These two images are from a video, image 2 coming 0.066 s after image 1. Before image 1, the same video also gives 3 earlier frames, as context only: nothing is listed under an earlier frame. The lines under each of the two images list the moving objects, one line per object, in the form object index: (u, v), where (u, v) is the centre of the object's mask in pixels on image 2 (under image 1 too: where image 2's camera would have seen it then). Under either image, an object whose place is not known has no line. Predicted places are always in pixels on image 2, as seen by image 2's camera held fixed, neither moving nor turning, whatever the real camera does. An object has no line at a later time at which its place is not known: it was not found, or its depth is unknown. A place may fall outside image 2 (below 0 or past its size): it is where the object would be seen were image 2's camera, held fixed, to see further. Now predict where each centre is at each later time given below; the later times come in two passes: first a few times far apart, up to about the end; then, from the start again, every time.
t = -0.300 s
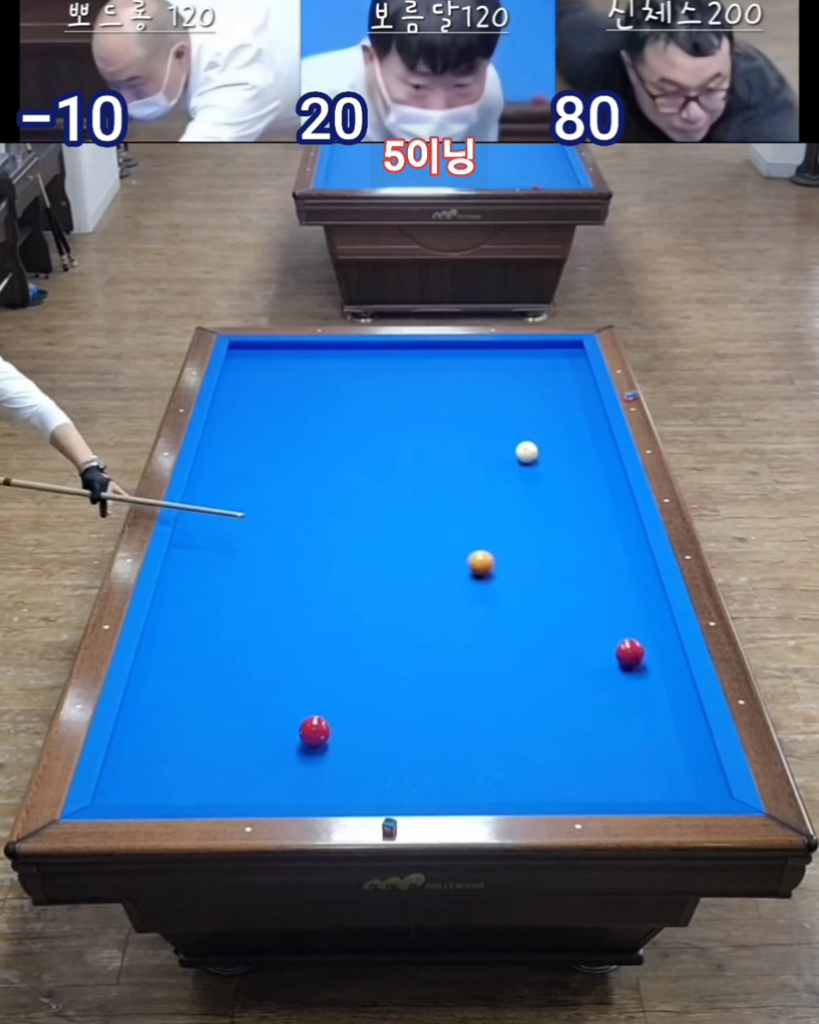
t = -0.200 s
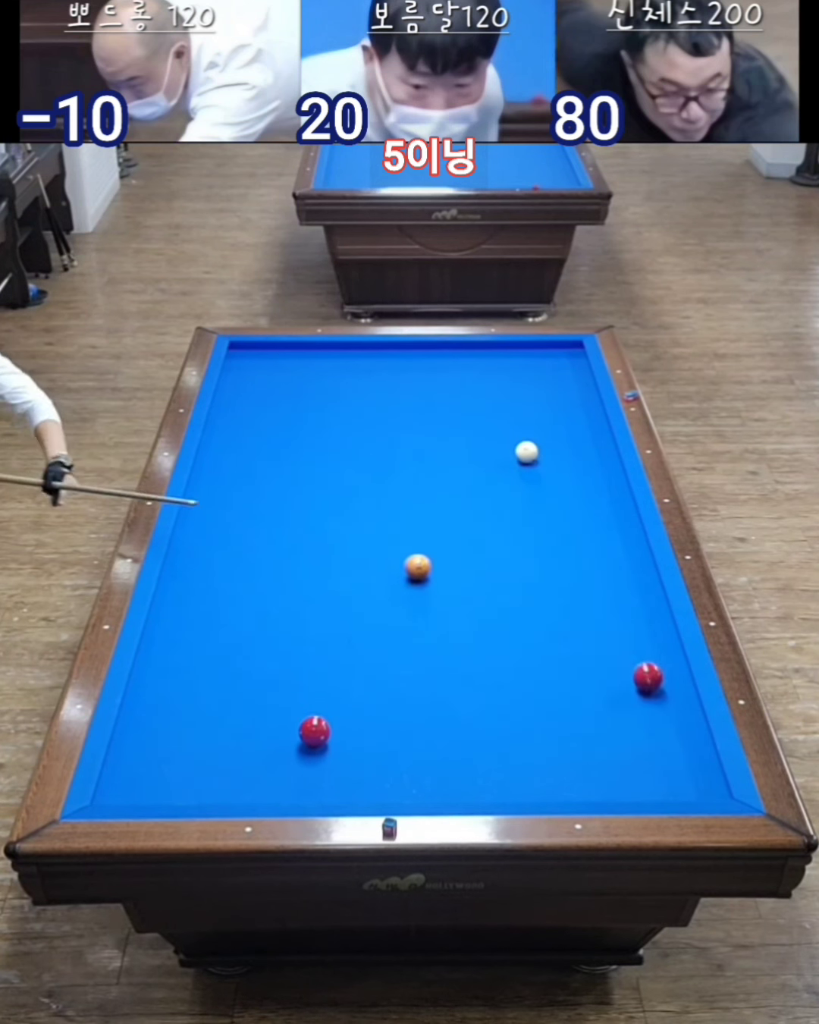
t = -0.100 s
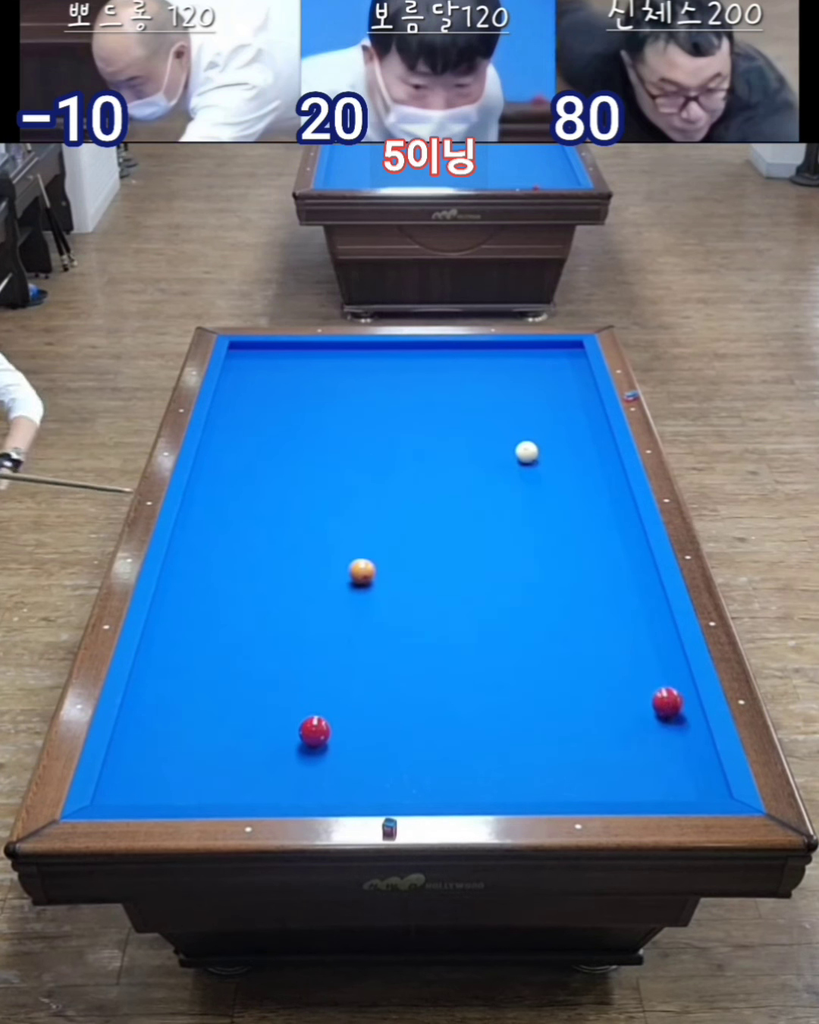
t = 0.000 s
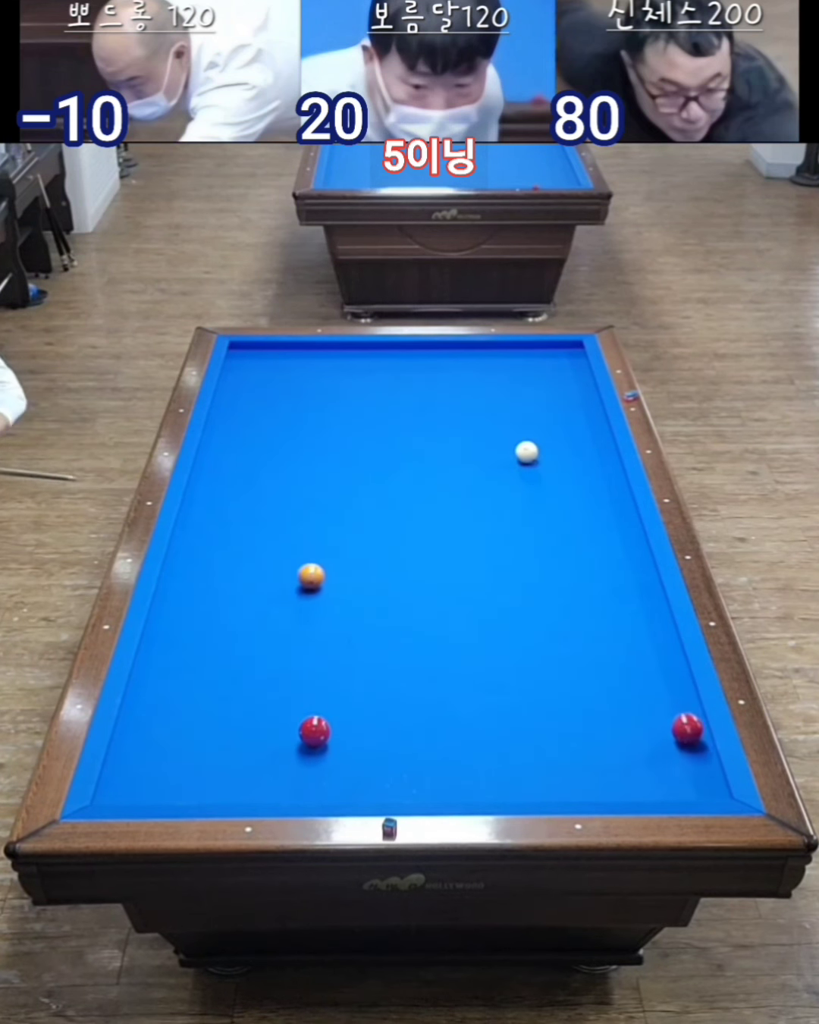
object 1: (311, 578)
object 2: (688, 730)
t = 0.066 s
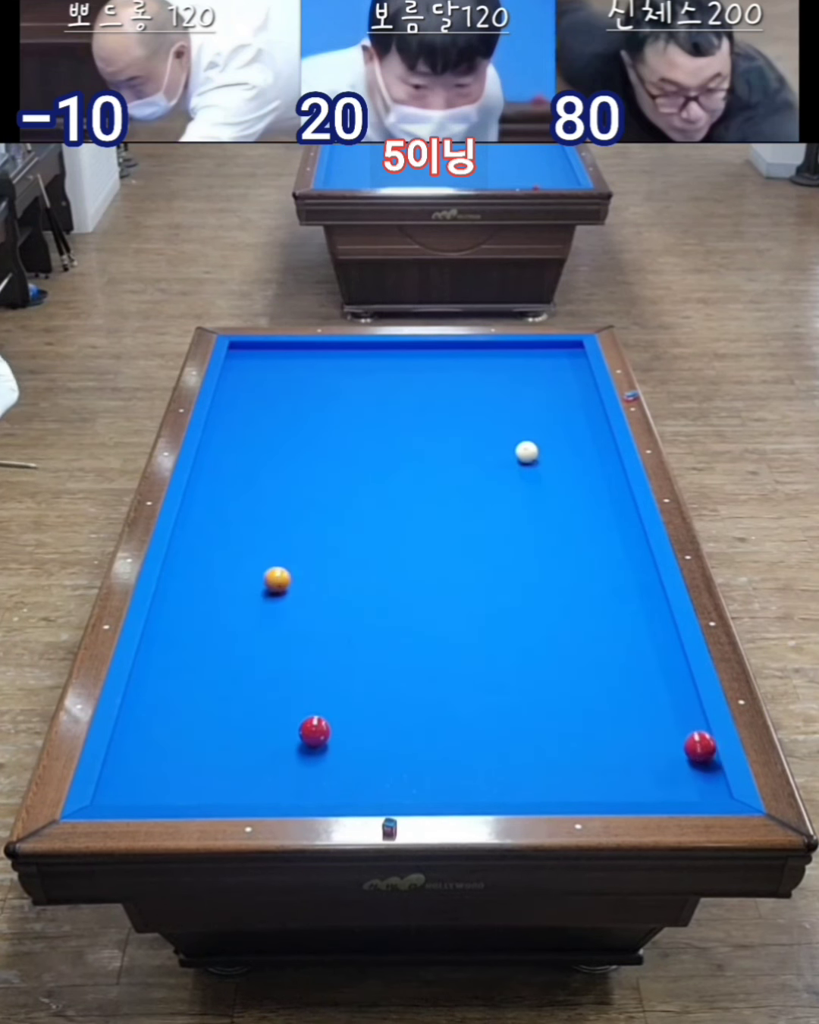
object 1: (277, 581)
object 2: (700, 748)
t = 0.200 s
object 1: (208, 588)
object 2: (702, 781)
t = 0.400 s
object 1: (211, 593)
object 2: (687, 768)
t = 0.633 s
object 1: (275, 597)
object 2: (667, 738)
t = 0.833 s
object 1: (328, 601)
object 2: (651, 713)
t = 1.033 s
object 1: (381, 605)
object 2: (636, 691)
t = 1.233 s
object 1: (434, 608)
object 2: (622, 670)
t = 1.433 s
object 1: (486, 612)
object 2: (609, 650)
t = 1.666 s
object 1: (547, 615)
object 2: (594, 628)
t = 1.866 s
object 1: (561, 609)
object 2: (618, 619)
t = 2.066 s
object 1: (562, 601)
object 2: (648, 613)
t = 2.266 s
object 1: (564, 594)
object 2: (647, 608)
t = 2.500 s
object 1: (564, 585)
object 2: (629, 605)
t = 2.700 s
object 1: (565, 578)
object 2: (614, 603)
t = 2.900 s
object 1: (565, 572)
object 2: (600, 601)
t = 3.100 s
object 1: (565, 566)
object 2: (587, 599)
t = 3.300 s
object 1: (566, 560)
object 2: (574, 596)
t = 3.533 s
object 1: (566, 554)
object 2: (560, 593)
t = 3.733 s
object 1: (565, 550)
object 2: (549, 591)
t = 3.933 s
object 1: (565, 545)
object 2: (538, 590)
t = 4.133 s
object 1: (565, 541)
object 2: (528, 588)
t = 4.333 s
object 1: (564, 538)
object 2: (519, 587)
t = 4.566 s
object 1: (563, 534)
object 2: (509, 586)
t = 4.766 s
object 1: (563, 531)
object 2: (501, 585)
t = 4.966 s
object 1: (563, 528)
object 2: (494, 584)
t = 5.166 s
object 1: (562, 526)
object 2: (487, 583)
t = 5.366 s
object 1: (561, 524)
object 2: (481, 582)
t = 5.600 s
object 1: (560, 522)
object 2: (475, 581)
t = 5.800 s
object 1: (558, 521)
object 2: (471, 581)
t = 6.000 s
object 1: (557, 520)
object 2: (467, 580)
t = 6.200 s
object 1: (556, 519)
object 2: (464, 579)
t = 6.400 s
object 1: (556, 519)
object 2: (461, 578)
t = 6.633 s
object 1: (555, 519)
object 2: (460, 577)
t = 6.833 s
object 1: (555, 519)
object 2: (459, 577)
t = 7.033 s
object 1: (555, 519)
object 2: (458, 577)
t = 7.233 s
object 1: (555, 519)
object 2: (457, 576)
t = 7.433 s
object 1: (556, 519)
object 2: (457, 576)
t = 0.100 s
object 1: (260, 583)
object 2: (700, 756)
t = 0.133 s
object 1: (243, 584)
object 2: (700, 764)
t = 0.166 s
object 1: (226, 586)
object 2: (701, 773)
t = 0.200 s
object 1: (208, 588)
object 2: (702, 781)
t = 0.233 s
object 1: (191, 590)
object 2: (702, 787)
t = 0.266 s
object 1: (174, 591)
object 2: (700, 787)
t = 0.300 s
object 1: (174, 592)
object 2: (697, 783)
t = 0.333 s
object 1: (188, 592)
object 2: (693, 778)
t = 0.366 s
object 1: (200, 593)
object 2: (690, 773)
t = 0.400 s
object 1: (211, 593)
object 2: (687, 768)
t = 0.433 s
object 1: (221, 594)
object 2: (684, 764)
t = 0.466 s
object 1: (231, 594)
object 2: (681, 759)
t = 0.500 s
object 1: (240, 595)
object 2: (678, 755)
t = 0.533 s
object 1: (249, 596)
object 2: (675, 751)
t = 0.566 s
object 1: (257, 596)
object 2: (672, 746)
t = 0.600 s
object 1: (266, 597)
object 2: (669, 742)
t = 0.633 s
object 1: (275, 597)
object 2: (667, 738)
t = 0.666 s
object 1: (284, 598)
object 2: (664, 733)
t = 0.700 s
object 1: (293, 598)
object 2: (661, 729)
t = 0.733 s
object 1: (302, 599)
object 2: (658, 725)
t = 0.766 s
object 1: (311, 600)
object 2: (656, 722)
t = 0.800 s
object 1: (320, 600)
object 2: (653, 718)
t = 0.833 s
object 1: (328, 601)
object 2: (651, 713)
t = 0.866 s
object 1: (337, 602)
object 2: (648, 710)
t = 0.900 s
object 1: (346, 602)
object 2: (646, 706)
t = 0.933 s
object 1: (355, 603)
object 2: (643, 702)
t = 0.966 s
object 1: (364, 603)
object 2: (641, 698)
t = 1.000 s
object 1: (373, 604)
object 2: (638, 695)
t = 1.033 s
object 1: (381, 605)
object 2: (636, 691)
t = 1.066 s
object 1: (390, 605)
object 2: (633, 687)
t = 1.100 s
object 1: (399, 606)
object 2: (631, 684)
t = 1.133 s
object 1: (408, 606)
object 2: (628, 680)
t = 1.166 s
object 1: (416, 607)
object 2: (626, 676)
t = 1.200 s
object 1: (425, 607)
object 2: (624, 673)
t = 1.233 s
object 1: (434, 608)
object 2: (622, 670)
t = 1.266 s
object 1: (443, 609)
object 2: (620, 666)
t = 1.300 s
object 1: (451, 609)
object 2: (617, 663)
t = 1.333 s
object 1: (460, 610)
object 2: (615, 659)
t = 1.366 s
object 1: (469, 610)
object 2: (613, 656)
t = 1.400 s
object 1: (478, 611)
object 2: (610, 653)
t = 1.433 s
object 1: (486, 612)
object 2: (609, 650)
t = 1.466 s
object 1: (495, 612)
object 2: (607, 647)
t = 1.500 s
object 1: (503, 613)
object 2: (604, 644)
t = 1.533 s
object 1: (512, 613)
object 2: (602, 640)
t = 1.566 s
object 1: (521, 614)
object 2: (600, 637)
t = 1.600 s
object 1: (529, 614)
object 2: (598, 634)
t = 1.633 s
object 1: (538, 615)
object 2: (596, 631)
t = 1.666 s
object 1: (547, 615)
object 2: (594, 628)
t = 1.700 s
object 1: (555, 616)
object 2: (593, 625)
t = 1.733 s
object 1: (563, 616)
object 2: (591, 622)
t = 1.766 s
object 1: (562, 614)
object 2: (599, 622)
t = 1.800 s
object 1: (561, 612)
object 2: (606, 621)
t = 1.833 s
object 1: (561, 611)
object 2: (613, 620)
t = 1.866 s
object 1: (561, 609)
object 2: (618, 619)
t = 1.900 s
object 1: (561, 608)
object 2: (623, 619)
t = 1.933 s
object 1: (561, 606)
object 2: (628, 617)
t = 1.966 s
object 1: (562, 605)
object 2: (633, 616)
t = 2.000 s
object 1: (562, 604)
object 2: (638, 615)
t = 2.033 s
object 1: (562, 603)
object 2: (643, 614)
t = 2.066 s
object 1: (562, 601)
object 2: (648, 613)
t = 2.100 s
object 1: (563, 600)
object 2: (653, 612)
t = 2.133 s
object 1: (563, 599)
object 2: (658, 611)
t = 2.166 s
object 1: (563, 597)
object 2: (655, 610)
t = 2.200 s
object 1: (563, 596)
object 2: (652, 609)
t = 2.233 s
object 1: (563, 595)
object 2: (649, 609)
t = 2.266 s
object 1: (564, 594)
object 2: (647, 608)
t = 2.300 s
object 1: (564, 592)
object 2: (644, 608)
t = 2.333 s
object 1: (564, 591)
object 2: (641, 607)
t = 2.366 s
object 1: (564, 590)
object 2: (639, 607)
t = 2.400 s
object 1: (564, 588)
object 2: (636, 606)
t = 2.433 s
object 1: (564, 587)
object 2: (633, 606)
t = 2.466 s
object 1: (564, 586)
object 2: (631, 606)
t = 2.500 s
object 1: (564, 585)
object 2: (629, 605)
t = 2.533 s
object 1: (564, 584)
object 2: (626, 605)
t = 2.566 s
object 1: (564, 582)
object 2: (624, 605)
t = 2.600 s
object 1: (565, 582)
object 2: (621, 604)
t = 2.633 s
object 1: (565, 580)
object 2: (619, 604)
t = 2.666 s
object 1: (565, 579)
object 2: (616, 604)
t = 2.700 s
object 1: (565, 578)
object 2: (614, 603)
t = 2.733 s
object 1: (565, 577)
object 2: (611, 603)
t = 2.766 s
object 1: (565, 576)
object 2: (609, 602)
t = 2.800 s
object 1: (565, 575)
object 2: (607, 602)
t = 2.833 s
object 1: (565, 574)
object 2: (604, 601)
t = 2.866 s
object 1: (565, 573)
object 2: (602, 601)
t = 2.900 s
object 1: (565, 572)
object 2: (600, 601)
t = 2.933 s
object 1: (565, 571)
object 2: (598, 600)
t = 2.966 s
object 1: (565, 570)
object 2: (595, 600)
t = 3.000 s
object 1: (565, 569)
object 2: (593, 599)
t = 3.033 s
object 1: (565, 568)
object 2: (591, 599)
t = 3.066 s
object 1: (565, 567)
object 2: (589, 599)
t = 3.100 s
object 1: (565, 566)
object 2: (587, 599)
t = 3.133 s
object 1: (565, 565)
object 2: (584, 598)
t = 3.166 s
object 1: (566, 564)
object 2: (582, 597)
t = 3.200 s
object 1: (565, 563)
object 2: (580, 597)
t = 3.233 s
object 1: (566, 562)
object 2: (578, 597)
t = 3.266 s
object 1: (566, 561)
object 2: (576, 596)
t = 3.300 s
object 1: (566, 560)
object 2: (574, 596)
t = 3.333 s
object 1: (566, 559)
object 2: (572, 596)
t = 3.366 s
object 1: (566, 559)
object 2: (570, 595)
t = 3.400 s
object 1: (566, 558)
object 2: (568, 595)
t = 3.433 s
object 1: (566, 557)
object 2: (566, 595)
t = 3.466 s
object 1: (566, 556)
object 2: (564, 594)
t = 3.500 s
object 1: (565, 555)
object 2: (562, 594)
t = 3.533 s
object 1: (566, 554)
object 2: (560, 593)
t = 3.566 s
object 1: (566, 553)
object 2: (558, 593)
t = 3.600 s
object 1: (565, 553)
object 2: (556, 592)
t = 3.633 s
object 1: (565, 552)
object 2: (554, 592)
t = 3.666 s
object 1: (566, 552)
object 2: (552, 592)
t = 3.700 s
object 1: (566, 551)
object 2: (551, 592)
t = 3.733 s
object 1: (565, 550)
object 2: (549, 591)
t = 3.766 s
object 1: (565, 549)
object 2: (547, 591)
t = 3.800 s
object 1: (565, 548)
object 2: (545, 591)
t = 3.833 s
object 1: (565, 547)
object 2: (543, 591)
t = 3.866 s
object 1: (565, 547)
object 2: (542, 590)
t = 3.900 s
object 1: (565, 546)
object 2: (540, 590)
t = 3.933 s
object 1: (565, 545)
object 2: (538, 590)
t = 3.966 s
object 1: (565, 545)
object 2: (536, 589)
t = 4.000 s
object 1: (565, 544)
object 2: (535, 589)
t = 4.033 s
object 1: (565, 544)
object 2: (533, 589)
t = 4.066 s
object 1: (565, 543)
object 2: (532, 589)
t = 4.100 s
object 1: (565, 542)
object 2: (530, 589)
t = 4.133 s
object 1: (565, 541)
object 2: (528, 588)
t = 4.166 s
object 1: (565, 541)
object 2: (527, 588)
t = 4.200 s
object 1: (565, 540)
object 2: (525, 588)
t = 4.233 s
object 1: (564, 540)
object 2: (524, 588)
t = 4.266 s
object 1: (564, 539)
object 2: (522, 587)
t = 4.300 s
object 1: (564, 538)
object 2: (521, 587)
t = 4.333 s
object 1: (564, 538)
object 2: (519, 587)
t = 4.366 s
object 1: (564, 537)
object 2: (518, 587)
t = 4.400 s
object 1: (564, 537)
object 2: (516, 587)
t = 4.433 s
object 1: (564, 536)
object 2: (515, 587)
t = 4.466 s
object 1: (564, 536)
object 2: (513, 587)
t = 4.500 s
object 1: (564, 535)
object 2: (512, 587)
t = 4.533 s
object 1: (563, 534)
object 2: (511, 586)
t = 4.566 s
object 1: (563, 534)
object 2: (509, 586)
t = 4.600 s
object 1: (563, 533)
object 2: (508, 586)
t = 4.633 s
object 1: (563, 533)
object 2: (507, 586)
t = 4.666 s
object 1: (563, 532)
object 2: (505, 586)
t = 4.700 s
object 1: (563, 532)
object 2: (504, 585)
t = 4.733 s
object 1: (563, 531)
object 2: (502, 585)
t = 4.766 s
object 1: (563, 531)
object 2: (501, 585)
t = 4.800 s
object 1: (563, 531)
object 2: (500, 585)
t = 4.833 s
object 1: (563, 530)
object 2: (499, 585)
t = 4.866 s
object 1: (563, 530)
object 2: (497, 585)
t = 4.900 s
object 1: (563, 529)
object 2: (496, 584)
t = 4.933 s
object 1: (563, 529)
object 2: (495, 584)
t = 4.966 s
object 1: (563, 528)
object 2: (494, 584)
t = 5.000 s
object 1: (563, 528)
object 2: (493, 583)
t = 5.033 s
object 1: (563, 528)
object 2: (492, 584)
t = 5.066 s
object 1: (562, 527)
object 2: (490, 583)
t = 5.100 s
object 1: (562, 527)
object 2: (489, 583)
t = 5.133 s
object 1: (562, 526)
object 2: (488, 583)
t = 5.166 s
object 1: (562, 526)
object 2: (487, 583)
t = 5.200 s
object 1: (562, 526)
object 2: (486, 583)
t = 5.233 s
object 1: (562, 525)
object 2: (485, 583)
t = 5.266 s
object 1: (562, 525)
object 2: (484, 583)
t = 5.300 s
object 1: (562, 525)
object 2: (483, 583)
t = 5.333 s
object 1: (562, 524)
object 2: (482, 582)
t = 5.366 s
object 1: (561, 524)
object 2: (481, 582)
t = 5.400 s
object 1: (561, 524)
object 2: (481, 582)
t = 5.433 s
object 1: (561, 523)
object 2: (480, 582)
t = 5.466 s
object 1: (561, 523)
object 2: (478, 582)
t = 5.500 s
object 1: (560, 523)
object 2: (478, 582)
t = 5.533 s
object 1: (560, 522)
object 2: (477, 582)
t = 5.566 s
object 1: (560, 522)
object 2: (476, 582)
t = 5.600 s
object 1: (560, 522)
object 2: (475, 581)
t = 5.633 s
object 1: (560, 522)
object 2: (474, 581)
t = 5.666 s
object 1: (559, 522)
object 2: (473, 581)
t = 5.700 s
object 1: (559, 522)
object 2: (473, 581)
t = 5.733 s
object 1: (559, 521)
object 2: (472, 581)
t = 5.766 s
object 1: (559, 521)
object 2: (471, 581)
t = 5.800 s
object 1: (558, 521)
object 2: (471, 581)
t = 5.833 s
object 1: (558, 521)
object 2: (470, 580)
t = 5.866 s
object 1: (558, 521)
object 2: (469, 580)
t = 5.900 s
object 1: (558, 521)
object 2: (469, 580)
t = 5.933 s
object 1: (558, 520)
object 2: (468, 580)
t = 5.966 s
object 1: (557, 520)
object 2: (467, 580)
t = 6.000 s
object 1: (557, 520)
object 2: (467, 580)
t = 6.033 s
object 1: (557, 520)
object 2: (466, 579)
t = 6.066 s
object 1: (557, 520)
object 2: (466, 579)
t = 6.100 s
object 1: (557, 520)
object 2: (465, 579)
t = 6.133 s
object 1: (557, 520)
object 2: (465, 579)
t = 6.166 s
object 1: (556, 519)
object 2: (464, 579)
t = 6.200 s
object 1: (556, 519)
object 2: (464, 579)
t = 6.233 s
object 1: (556, 519)
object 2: (463, 579)
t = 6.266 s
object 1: (556, 519)
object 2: (463, 579)
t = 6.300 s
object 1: (556, 519)
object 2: (463, 578)
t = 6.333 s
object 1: (556, 519)
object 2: (462, 578)
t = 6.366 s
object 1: (556, 519)
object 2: (462, 578)
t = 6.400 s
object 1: (556, 519)
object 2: (461, 578)
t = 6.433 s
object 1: (556, 519)
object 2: (461, 578)
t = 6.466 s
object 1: (556, 519)
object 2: (461, 578)
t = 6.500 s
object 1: (556, 519)
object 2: (461, 578)
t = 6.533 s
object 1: (556, 519)
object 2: (460, 578)
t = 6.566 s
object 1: (555, 519)
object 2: (460, 578)
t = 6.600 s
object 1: (555, 519)
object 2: (460, 578)
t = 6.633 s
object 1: (555, 519)
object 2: (460, 577)
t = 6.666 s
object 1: (555, 519)
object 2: (459, 577)
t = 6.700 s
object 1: (555, 519)
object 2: (459, 577)
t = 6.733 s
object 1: (555, 519)
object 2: (459, 577)
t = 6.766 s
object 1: (555, 519)
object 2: (459, 577)
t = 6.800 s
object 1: (555, 519)
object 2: (459, 577)
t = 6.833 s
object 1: (555, 519)
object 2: (459, 577)
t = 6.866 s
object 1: (555, 519)
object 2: (458, 577)
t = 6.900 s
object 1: (555, 519)
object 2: (458, 577)
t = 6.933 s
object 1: (555, 519)
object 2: (458, 577)
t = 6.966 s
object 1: (555, 519)
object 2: (458, 577)
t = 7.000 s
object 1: (556, 519)
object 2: (458, 577)
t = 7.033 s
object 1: (555, 519)
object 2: (458, 577)
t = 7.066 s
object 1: (555, 519)
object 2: (458, 576)
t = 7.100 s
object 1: (555, 519)
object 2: (458, 576)
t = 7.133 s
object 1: (555, 519)
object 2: (457, 576)
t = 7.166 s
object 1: (556, 519)
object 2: (457, 576)
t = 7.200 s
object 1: (555, 519)
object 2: (457, 577)
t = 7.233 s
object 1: (555, 519)
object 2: (457, 576)
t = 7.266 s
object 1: (555, 519)
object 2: (457, 576)
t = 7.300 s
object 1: (556, 519)
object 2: (457, 576)
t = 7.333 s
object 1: (556, 519)
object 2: (457, 576)
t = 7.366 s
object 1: (556, 519)
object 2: (457, 576)
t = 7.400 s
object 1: (556, 519)
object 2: (457, 576)
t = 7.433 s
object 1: (556, 519)
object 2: (457, 576)
